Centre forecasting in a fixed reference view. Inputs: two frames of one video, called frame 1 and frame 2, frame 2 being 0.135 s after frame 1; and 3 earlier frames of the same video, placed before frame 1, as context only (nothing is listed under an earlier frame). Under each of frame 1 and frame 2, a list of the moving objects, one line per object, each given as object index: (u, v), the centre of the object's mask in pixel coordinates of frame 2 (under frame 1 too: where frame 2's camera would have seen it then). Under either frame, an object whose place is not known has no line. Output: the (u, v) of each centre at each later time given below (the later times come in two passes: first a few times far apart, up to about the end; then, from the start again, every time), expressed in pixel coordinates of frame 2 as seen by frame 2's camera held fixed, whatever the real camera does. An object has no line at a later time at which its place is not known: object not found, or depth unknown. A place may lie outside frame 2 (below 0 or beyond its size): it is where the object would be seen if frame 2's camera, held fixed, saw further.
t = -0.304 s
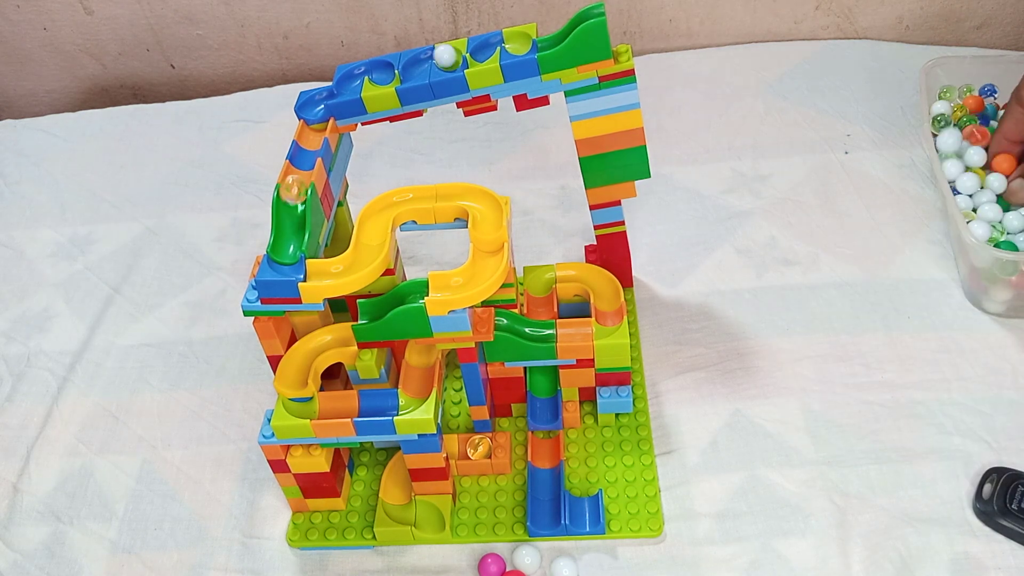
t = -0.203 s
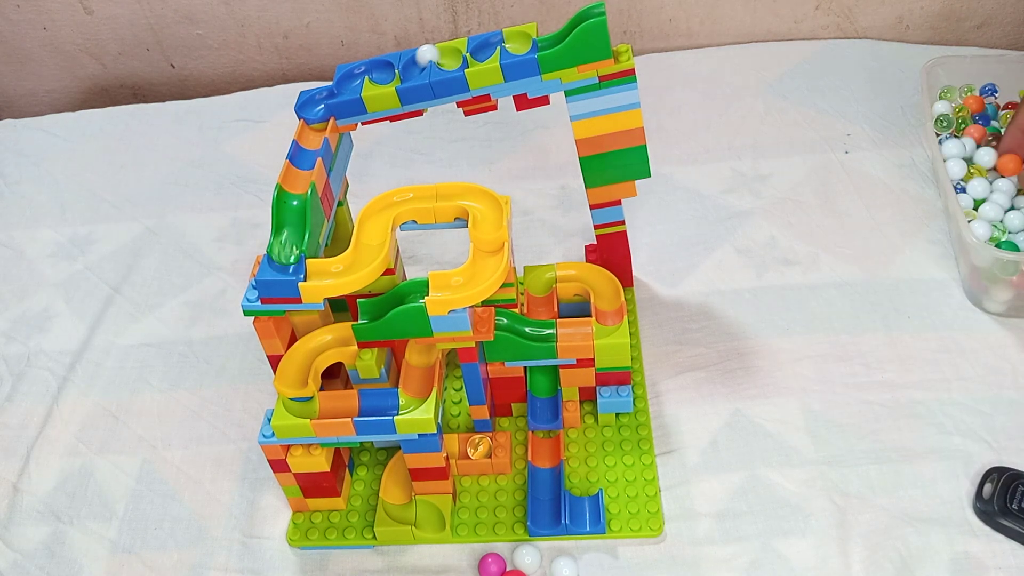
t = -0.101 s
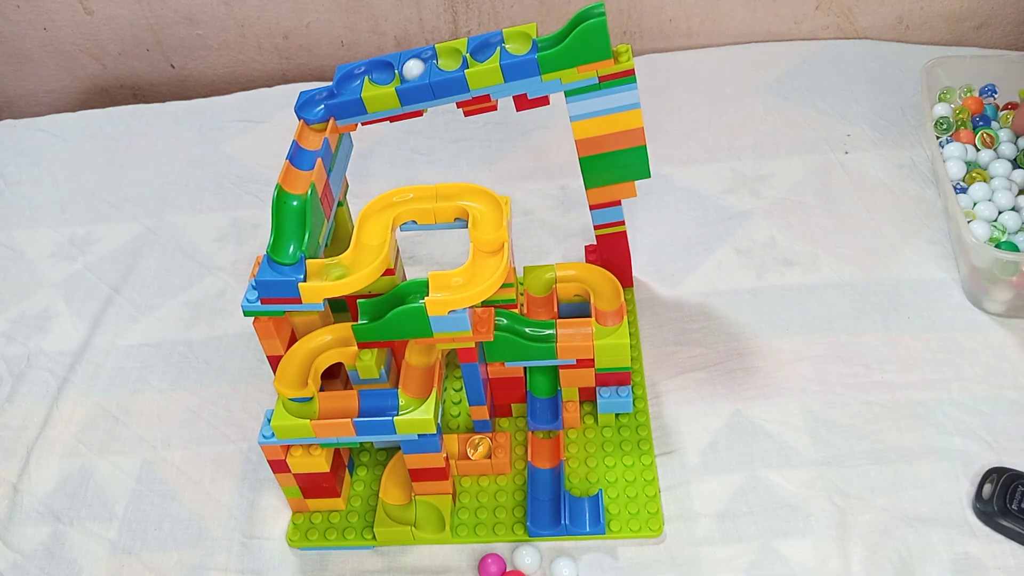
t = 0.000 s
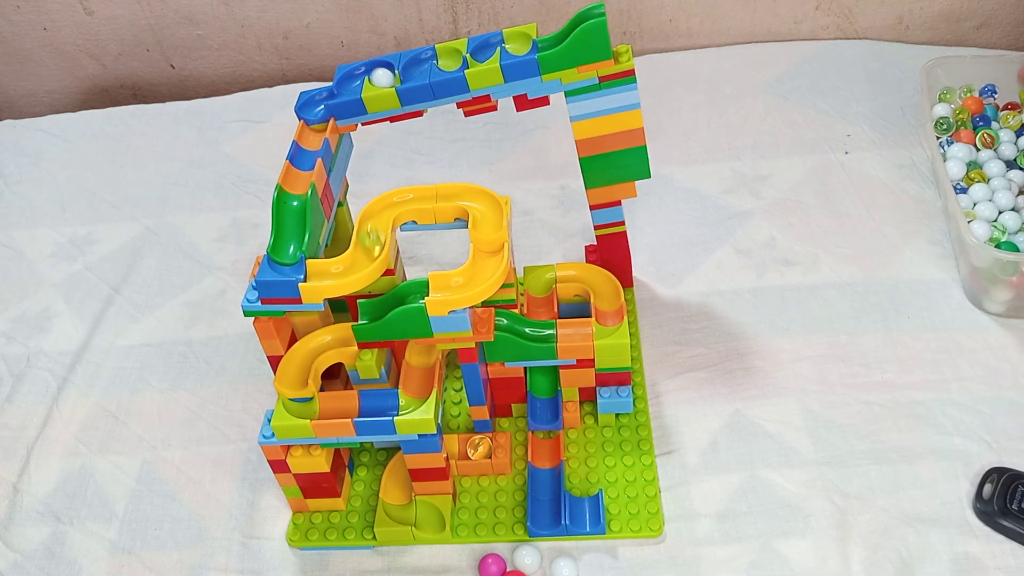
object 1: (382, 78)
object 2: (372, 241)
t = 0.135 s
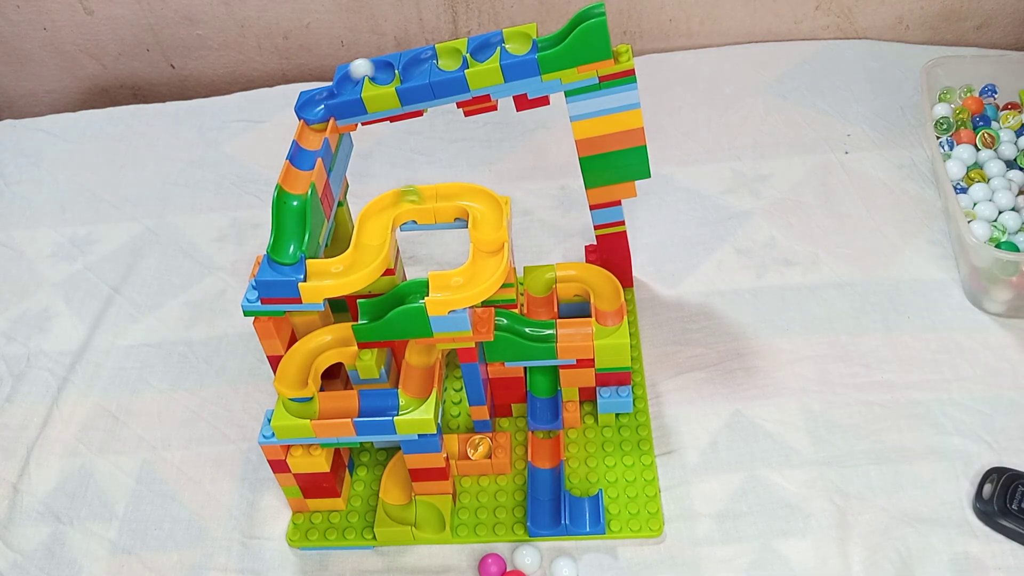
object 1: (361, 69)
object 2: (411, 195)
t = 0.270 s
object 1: (324, 95)
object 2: (480, 201)
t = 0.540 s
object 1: (303, 160)
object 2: (455, 286)
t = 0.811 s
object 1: (287, 264)
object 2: (311, 352)
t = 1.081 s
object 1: (379, 212)
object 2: (383, 405)
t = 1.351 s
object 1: (484, 204)
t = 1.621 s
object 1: (466, 279)
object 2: (610, 315)
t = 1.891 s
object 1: (344, 315)
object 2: (565, 276)
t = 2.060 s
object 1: (311, 407)
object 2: (541, 295)
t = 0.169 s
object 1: (350, 76)
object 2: (428, 194)
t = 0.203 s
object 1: (346, 83)
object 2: (448, 193)
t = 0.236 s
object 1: (337, 89)
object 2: (466, 193)
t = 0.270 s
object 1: (324, 95)
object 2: (480, 201)
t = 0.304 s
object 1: (313, 99)
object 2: (489, 211)
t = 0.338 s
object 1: (310, 107)
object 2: (489, 219)
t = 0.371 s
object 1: (309, 115)
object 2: (487, 229)
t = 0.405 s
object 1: (313, 130)
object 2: (489, 258)
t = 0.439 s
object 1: (310, 138)
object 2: (485, 266)
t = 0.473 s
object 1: (309, 146)
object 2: (475, 275)
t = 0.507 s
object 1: (305, 154)
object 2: (466, 282)
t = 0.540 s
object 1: (303, 160)
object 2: (455, 286)
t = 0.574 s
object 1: (301, 168)
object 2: (437, 285)
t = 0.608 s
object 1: (298, 175)
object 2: (424, 286)
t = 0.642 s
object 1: (295, 182)
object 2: (413, 292)
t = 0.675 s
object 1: (293, 190)
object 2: (402, 295)
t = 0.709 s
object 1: (292, 200)
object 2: (382, 307)
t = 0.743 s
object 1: (291, 221)
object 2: (355, 313)
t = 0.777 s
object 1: (287, 247)
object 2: (331, 322)
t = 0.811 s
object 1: (287, 264)
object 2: (311, 352)
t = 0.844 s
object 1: (305, 267)
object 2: (297, 364)
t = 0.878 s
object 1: (328, 271)
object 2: (293, 378)
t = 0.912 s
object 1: (350, 264)
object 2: (289, 394)
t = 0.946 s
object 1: (364, 255)
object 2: (300, 405)
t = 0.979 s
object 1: (372, 244)
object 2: (324, 406)
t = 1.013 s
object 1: (372, 233)
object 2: (341, 406)
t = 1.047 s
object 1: (375, 222)
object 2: (365, 405)
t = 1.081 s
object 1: (379, 212)
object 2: (383, 405)
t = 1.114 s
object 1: (389, 204)
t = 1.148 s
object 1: (402, 198)
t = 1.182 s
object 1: (419, 195)
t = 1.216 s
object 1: (434, 194)
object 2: (422, 362)
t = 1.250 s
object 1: (449, 193)
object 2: (423, 356)
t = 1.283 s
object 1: (465, 194)
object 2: (428, 349)
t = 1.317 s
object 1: (477, 198)
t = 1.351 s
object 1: (484, 204)
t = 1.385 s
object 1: (489, 212)
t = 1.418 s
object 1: (487, 221)
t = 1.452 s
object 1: (487, 228)
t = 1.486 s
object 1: (489, 243)
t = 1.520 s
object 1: (485, 255)
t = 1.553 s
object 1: (484, 266)
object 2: (577, 334)
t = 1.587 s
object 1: (479, 273)
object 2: (607, 325)
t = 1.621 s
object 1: (466, 279)
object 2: (610, 315)
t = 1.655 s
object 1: (454, 284)
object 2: (610, 311)
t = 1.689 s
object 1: (443, 284)
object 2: (608, 298)
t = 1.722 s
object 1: (431, 285)
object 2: (608, 292)
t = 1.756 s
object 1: (419, 288)
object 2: (600, 284)
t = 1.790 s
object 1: (409, 293)
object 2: (593, 277)
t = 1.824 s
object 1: (393, 299)
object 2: (584, 275)
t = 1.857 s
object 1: (372, 310)
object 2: (576, 273)
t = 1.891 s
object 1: (344, 315)
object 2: (565, 276)
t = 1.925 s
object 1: (321, 339)
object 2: (558, 274)
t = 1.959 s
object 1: (300, 357)
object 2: (549, 277)
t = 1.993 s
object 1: (294, 378)
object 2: (542, 281)
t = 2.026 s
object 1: (293, 399)
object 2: (539, 287)
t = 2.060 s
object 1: (311, 407)
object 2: (541, 295)
